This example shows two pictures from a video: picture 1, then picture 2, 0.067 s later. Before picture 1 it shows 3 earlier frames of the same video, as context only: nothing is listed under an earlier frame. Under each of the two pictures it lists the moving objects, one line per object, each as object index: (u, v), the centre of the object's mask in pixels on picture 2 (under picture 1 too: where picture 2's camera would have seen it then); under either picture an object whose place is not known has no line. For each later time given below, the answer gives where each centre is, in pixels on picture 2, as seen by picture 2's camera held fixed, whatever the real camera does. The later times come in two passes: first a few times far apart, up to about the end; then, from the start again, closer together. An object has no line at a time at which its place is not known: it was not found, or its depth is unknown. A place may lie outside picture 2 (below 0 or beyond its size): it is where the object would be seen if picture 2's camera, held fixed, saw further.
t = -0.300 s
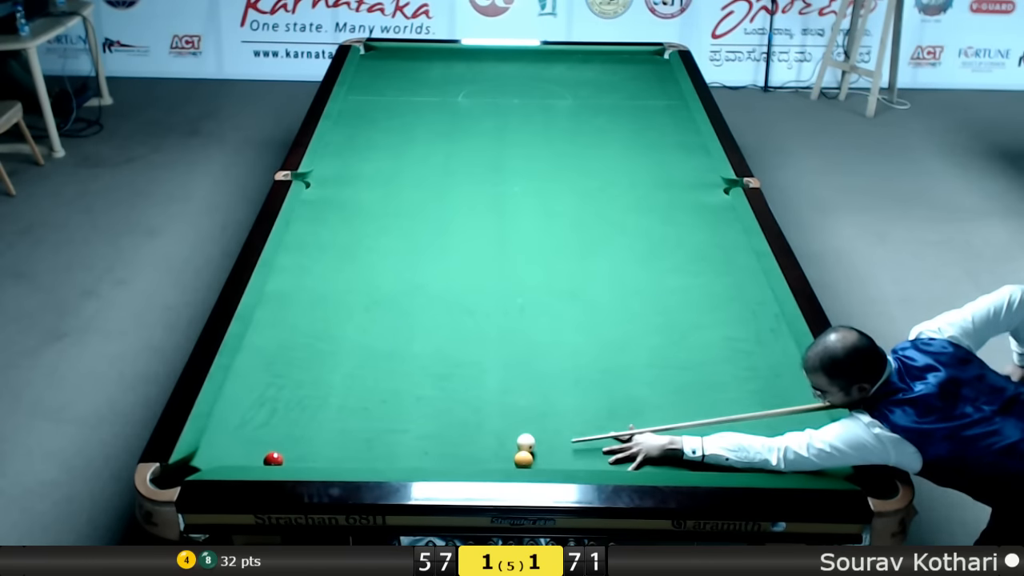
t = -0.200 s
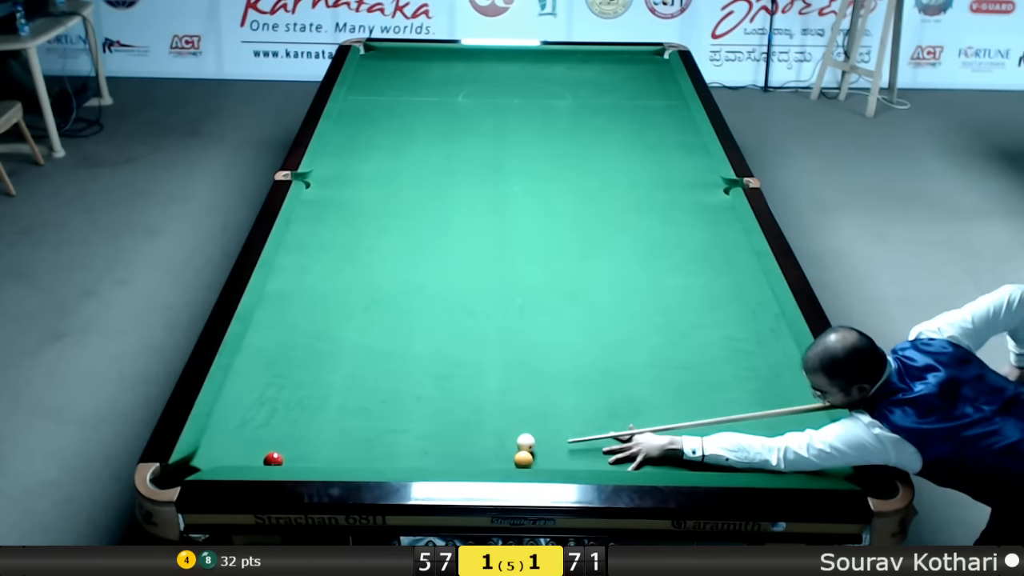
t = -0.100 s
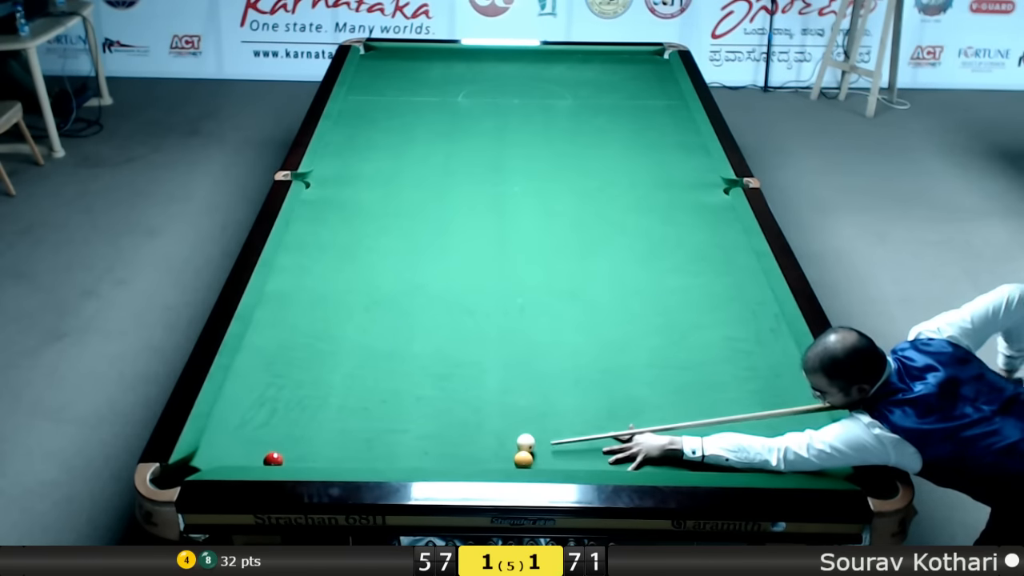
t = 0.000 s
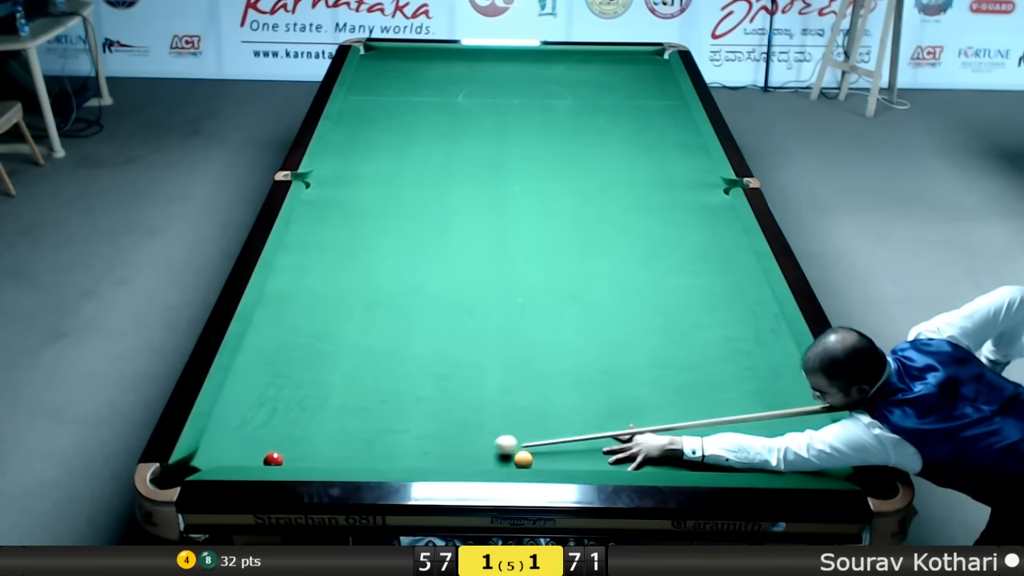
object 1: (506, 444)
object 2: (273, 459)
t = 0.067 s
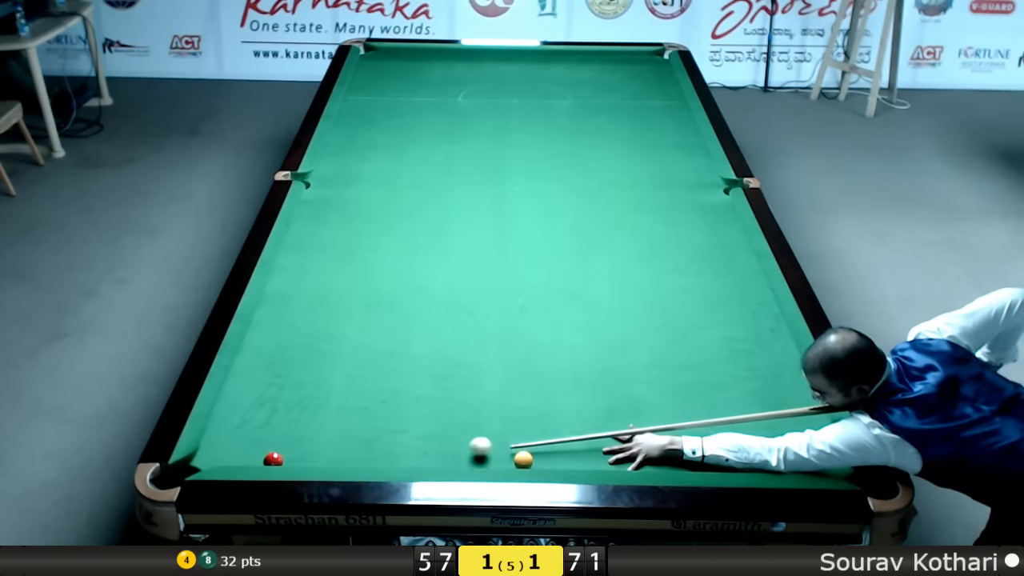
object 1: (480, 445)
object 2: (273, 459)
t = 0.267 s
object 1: (424, 449)
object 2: (273, 459)
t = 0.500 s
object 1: (367, 453)
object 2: (273, 459)
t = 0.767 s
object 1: (303, 458)
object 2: (273, 459)
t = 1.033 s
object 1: (286, 458)
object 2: (237, 459)
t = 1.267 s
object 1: (278, 457)
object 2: (207, 460)
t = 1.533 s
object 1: (272, 456)
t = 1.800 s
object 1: (267, 454)
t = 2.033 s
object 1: (265, 454)
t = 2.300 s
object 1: (264, 455)
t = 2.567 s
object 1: (264, 455)
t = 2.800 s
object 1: (264, 455)
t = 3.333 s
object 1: (264, 455)
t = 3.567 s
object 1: (264, 455)
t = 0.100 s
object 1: (469, 446)
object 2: (273, 459)
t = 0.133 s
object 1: (458, 447)
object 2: (273, 459)
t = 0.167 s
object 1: (449, 448)
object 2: (273, 459)
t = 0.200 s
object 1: (440, 448)
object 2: (273, 459)
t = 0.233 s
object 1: (432, 448)
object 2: (273, 459)
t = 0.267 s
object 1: (424, 449)
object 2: (273, 459)
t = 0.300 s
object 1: (415, 450)
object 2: (273, 459)
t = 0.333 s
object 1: (407, 450)
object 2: (273, 459)
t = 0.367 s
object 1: (399, 451)
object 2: (273, 459)
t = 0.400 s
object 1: (391, 451)
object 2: (273, 459)
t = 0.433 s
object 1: (383, 452)
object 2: (273, 459)
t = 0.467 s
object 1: (375, 452)
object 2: (273, 459)
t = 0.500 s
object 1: (367, 453)
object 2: (273, 459)
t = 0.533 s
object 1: (359, 454)
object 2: (273, 459)
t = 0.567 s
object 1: (351, 454)
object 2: (273, 459)
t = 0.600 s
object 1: (343, 455)
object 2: (273, 459)
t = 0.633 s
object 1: (335, 455)
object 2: (273, 459)
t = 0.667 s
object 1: (327, 456)
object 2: (273, 459)
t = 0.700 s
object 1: (319, 456)
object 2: (273, 459)
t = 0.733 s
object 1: (311, 457)
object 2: (273, 459)
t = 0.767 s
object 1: (303, 458)
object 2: (273, 459)
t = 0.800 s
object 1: (295, 458)
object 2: (273, 459)
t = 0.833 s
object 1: (292, 459)
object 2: (268, 459)
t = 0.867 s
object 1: (292, 459)
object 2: (262, 459)
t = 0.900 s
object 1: (291, 459)
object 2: (256, 459)
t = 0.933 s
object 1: (289, 458)
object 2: (251, 459)
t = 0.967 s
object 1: (288, 458)
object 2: (246, 459)
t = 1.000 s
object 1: (287, 458)
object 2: (242, 459)
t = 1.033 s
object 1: (286, 458)
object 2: (237, 459)
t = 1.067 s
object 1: (285, 458)
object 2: (233, 459)
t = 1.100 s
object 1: (283, 457)
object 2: (228, 459)
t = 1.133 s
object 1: (282, 457)
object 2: (224, 459)
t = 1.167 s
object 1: (281, 457)
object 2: (220, 459)
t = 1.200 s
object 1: (280, 457)
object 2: (215, 459)
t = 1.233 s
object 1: (279, 457)
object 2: (211, 459)
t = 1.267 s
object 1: (278, 457)
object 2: (207, 460)
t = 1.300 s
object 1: (278, 457)
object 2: (203, 459)
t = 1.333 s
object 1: (277, 456)
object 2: (200, 458)
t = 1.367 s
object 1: (276, 456)
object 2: (197, 459)
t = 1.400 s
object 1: (275, 456)
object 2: (196, 462)
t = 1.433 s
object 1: (274, 456)
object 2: (195, 465)
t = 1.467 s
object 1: (274, 456)
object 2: (192, 470)
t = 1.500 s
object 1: (273, 456)
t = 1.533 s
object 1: (272, 456)
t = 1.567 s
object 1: (271, 455)
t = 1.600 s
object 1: (270, 455)
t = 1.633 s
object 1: (270, 455)
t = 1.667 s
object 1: (269, 455)
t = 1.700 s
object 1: (269, 455)
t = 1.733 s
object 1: (268, 455)
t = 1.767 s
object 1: (268, 455)
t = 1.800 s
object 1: (267, 454)
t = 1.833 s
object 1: (267, 454)
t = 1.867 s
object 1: (266, 454)
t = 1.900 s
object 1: (266, 454)
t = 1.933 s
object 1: (266, 454)
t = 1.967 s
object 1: (265, 454)
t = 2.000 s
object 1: (265, 454)
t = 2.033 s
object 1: (265, 454)
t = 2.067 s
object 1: (265, 454)
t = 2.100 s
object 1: (265, 454)
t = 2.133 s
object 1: (264, 454)
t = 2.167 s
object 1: (264, 454)
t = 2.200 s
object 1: (264, 454)
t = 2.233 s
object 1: (264, 455)
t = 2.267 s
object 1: (264, 455)
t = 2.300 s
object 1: (264, 455)
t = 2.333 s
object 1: (264, 455)
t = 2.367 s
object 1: (264, 454)
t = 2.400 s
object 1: (264, 454)
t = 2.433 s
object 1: (264, 455)
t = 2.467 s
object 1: (264, 455)
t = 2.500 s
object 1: (264, 455)
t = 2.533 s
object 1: (264, 455)
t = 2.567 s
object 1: (264, 455)
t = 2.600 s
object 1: (264, 455)
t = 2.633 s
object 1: (264, 455)
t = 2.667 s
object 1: (264, 455)
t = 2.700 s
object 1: (264, 455)
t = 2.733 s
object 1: (264, 455)
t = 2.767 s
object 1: (264, 455)
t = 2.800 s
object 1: (264, 455)
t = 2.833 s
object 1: (264, 455)
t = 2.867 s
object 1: (263, 455)
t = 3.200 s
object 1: (269, 454)
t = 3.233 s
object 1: (264, 455)
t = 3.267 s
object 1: (264, 455)
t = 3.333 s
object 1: (264, 455)
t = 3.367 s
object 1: (264, 455)
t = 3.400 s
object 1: (264, 455)
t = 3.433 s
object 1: (264, 455)
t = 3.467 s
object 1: (264, 455)
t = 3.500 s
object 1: (264, 455)
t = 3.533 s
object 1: (264, 455)
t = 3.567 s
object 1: (264, 455)
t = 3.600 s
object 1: (264, 455)
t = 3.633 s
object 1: (264, 455)
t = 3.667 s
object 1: (264, 455)
